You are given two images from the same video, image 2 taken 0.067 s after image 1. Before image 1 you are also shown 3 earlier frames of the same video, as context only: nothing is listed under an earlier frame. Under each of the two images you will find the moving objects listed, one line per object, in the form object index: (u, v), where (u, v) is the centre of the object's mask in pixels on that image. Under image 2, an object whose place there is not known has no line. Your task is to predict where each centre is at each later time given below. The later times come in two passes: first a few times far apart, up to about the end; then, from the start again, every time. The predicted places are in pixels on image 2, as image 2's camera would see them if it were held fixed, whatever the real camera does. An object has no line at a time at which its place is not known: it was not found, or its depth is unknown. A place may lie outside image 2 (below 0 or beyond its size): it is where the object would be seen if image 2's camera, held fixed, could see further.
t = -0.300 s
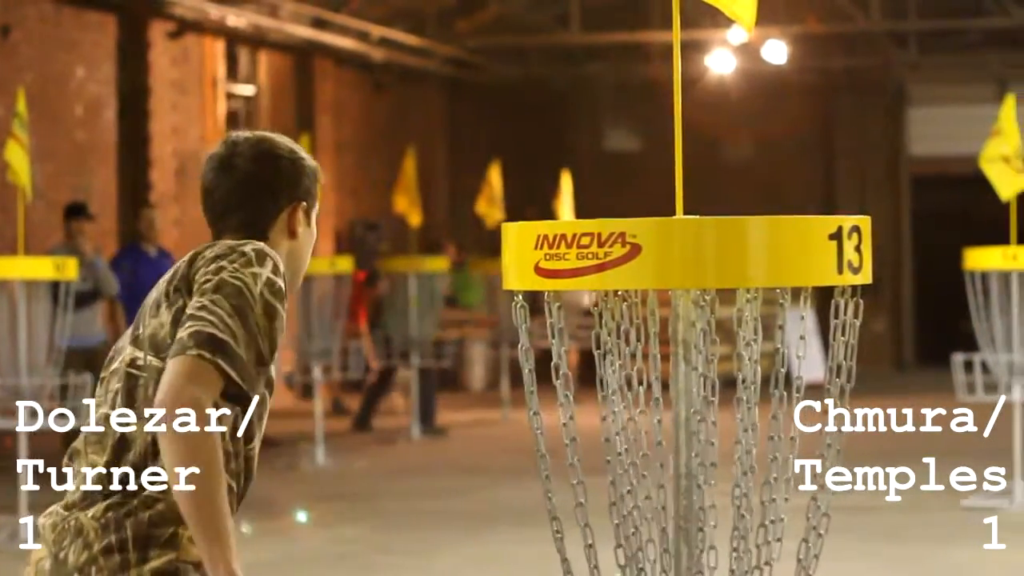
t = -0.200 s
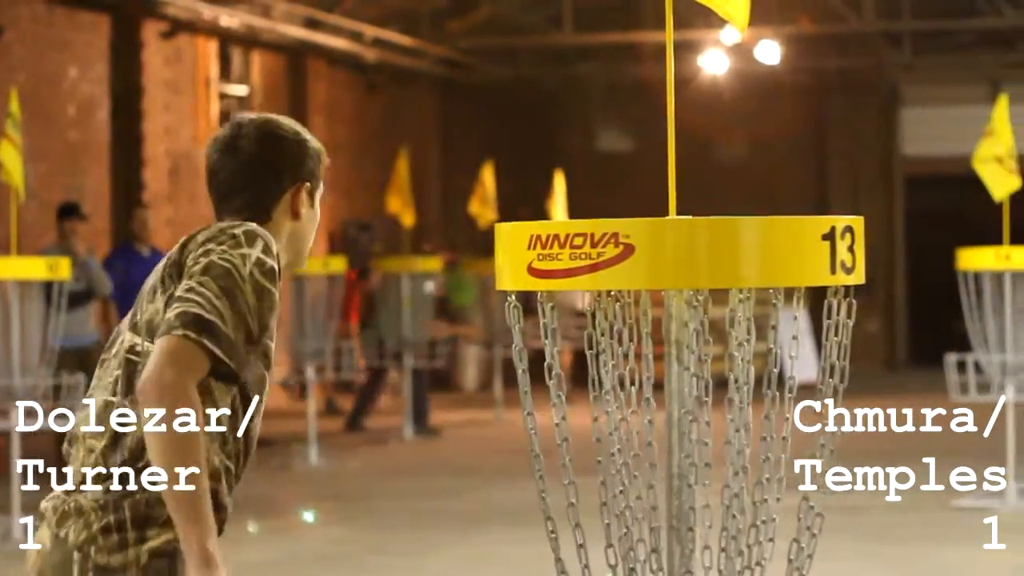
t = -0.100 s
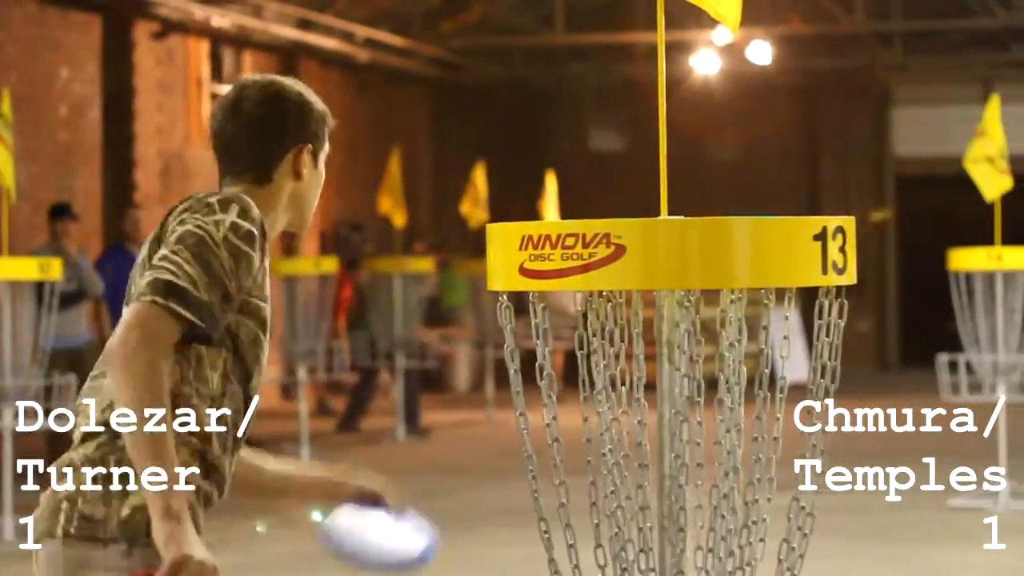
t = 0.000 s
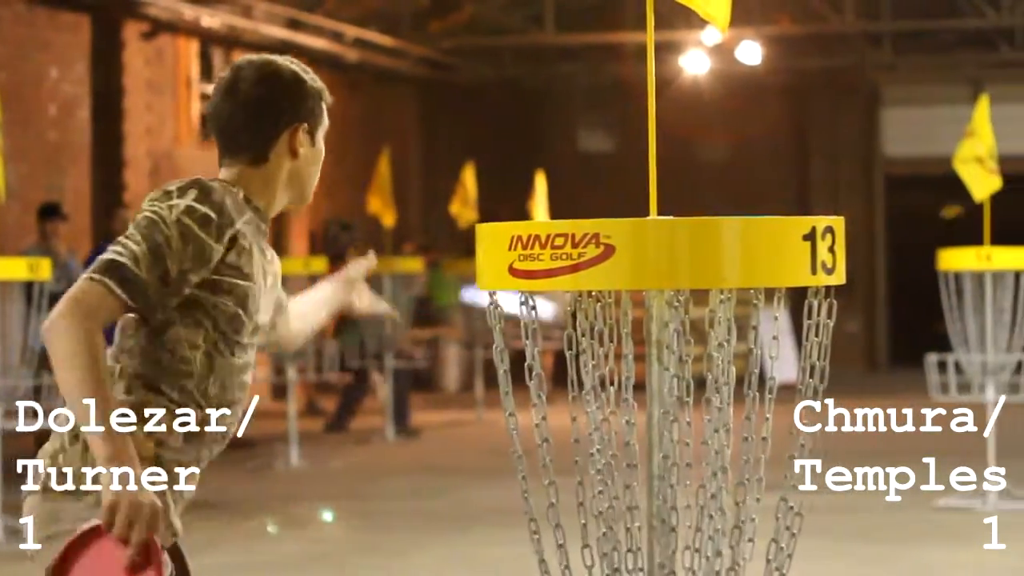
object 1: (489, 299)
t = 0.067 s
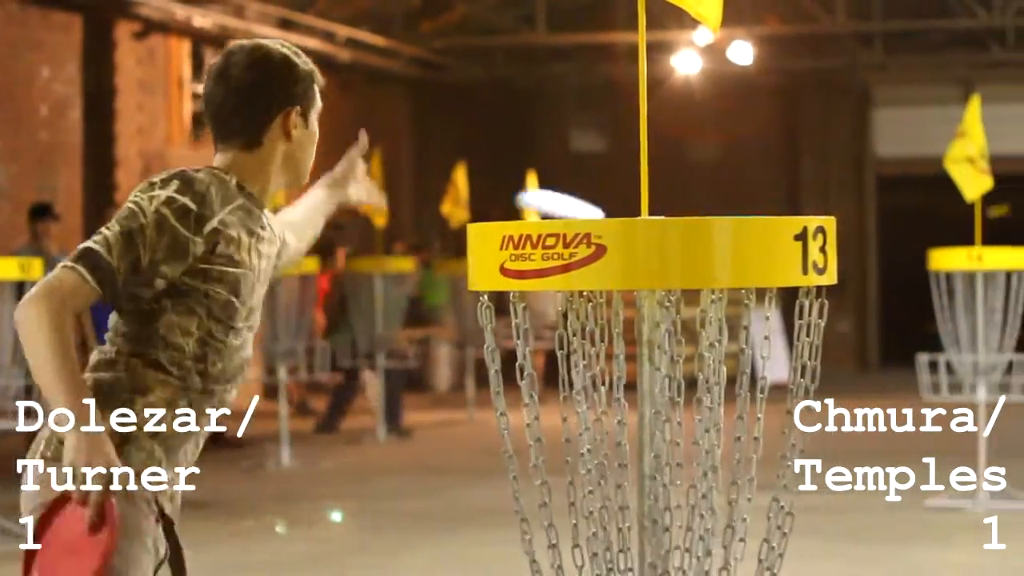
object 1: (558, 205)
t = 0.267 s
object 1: (688, 110)
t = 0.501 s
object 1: (776, 146)
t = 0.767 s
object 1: (863, 243)
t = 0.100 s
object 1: (588, 175)
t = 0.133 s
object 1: (606, 149)
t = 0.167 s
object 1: (632, 132)
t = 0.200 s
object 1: (655, 121)
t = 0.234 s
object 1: (675, 113)
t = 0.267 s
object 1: (688, 110)
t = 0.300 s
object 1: (704, 109)
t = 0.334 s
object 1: (719, 111)
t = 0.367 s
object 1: (731, 115)
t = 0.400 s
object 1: (740, 120)
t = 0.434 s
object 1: (753, 128)
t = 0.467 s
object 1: (764, 136)
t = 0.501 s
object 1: (776, 146)
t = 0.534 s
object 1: (788, 156)
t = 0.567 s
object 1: (799, 167)
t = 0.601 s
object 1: (810, 178)
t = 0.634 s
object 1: (820, 191)
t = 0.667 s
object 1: (832, 203)
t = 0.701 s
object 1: (842, 216)
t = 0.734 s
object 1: (853, 230)
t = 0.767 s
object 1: (863, 243)
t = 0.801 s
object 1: (878, 257)
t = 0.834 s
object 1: (885, 270)
